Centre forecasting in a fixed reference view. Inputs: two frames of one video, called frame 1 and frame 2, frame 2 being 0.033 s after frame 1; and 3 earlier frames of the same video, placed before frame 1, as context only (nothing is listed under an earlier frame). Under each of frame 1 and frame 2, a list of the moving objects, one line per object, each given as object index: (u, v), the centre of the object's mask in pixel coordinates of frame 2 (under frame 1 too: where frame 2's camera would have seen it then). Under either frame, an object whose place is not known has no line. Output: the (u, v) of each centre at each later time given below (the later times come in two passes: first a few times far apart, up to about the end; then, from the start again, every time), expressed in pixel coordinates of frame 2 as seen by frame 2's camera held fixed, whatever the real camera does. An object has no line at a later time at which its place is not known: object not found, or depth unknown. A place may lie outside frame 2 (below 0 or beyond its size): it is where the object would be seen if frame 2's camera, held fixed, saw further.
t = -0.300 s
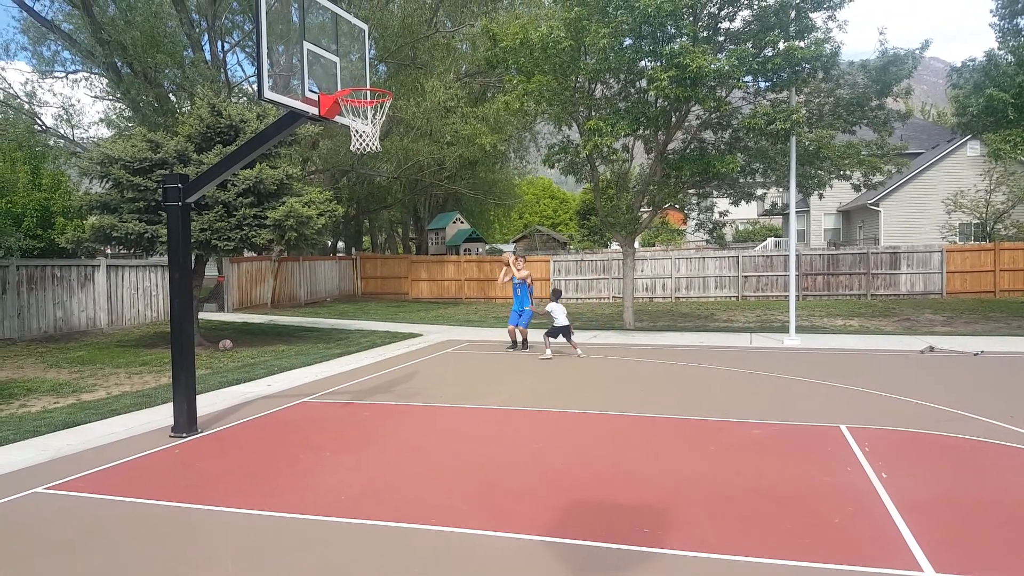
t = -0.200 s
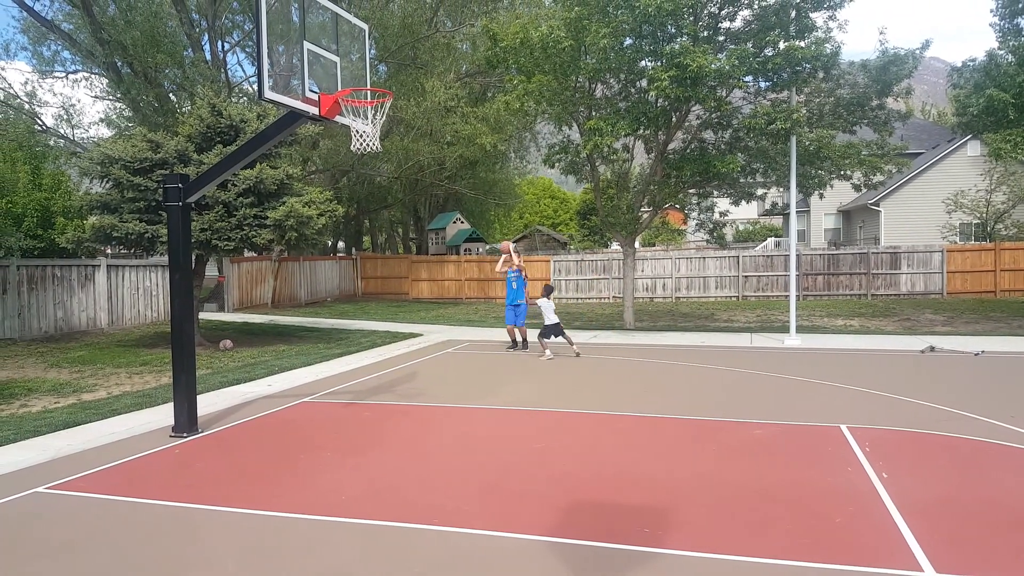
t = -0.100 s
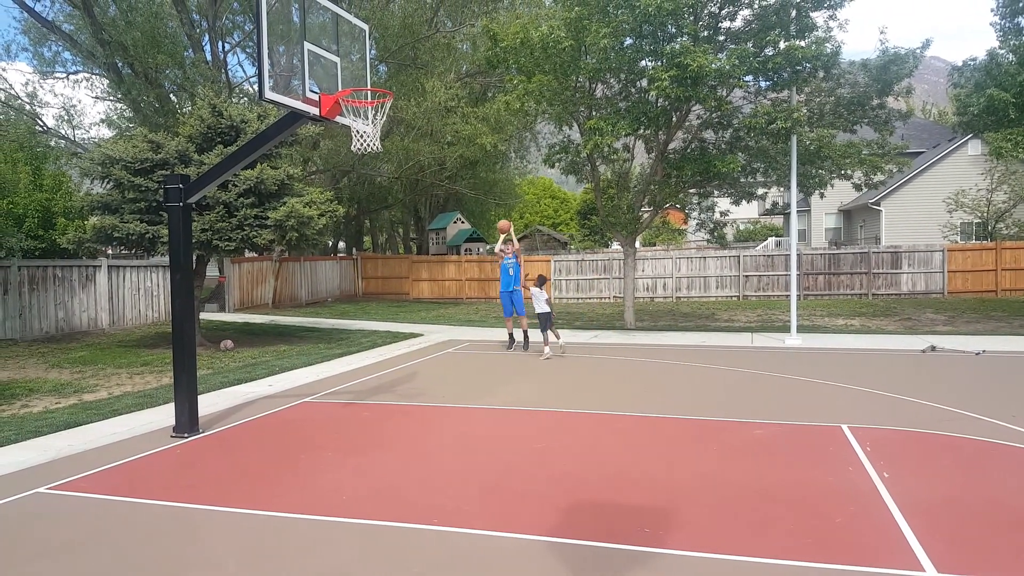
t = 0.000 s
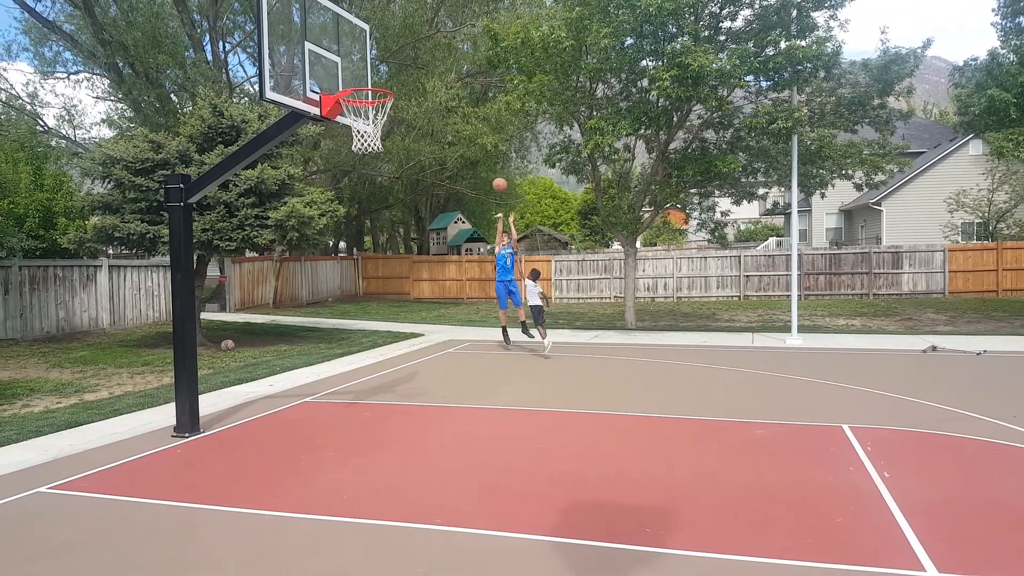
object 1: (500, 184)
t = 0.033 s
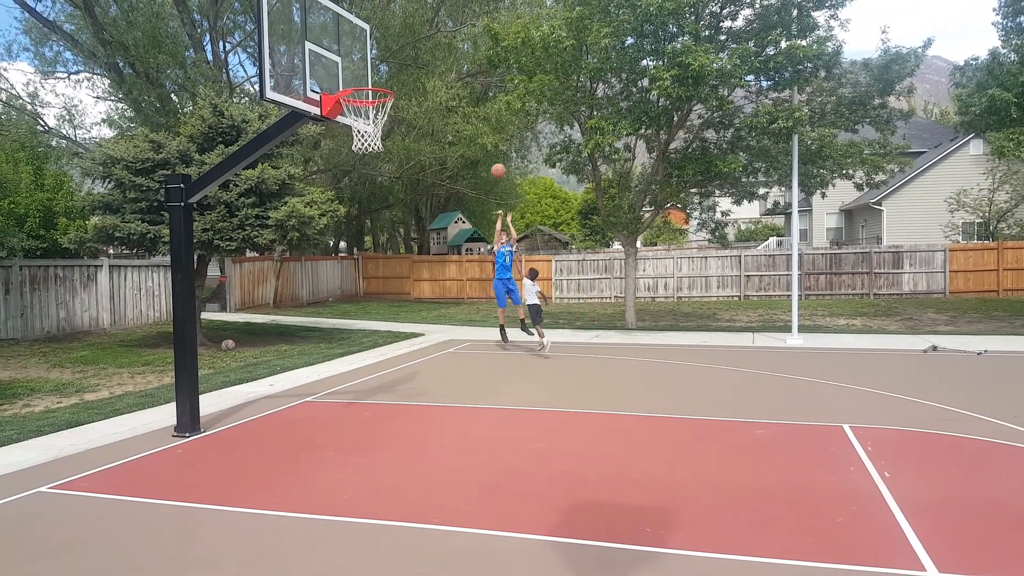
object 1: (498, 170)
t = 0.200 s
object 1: (489, 105)
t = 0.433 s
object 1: (475, 30)
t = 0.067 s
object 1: (497, 157)
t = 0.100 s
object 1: (495, 145)
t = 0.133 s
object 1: (493, 131)
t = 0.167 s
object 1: (491, 118)
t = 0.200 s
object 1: (489, 105)
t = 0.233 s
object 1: (488, 94)
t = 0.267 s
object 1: (485, 82)
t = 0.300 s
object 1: (484, 70)
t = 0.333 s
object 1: (483, 60)
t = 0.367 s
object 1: (480, 49)
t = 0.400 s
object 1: (478, 40)
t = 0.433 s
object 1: (475, 30)
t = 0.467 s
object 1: (473, 21)
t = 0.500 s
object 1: (471, 13)
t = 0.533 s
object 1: (469, 5)
